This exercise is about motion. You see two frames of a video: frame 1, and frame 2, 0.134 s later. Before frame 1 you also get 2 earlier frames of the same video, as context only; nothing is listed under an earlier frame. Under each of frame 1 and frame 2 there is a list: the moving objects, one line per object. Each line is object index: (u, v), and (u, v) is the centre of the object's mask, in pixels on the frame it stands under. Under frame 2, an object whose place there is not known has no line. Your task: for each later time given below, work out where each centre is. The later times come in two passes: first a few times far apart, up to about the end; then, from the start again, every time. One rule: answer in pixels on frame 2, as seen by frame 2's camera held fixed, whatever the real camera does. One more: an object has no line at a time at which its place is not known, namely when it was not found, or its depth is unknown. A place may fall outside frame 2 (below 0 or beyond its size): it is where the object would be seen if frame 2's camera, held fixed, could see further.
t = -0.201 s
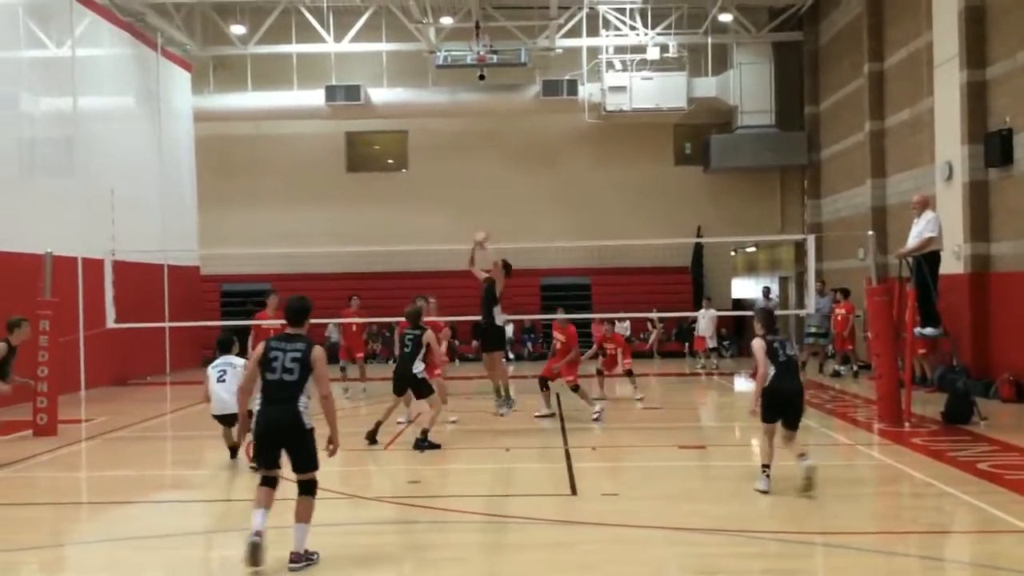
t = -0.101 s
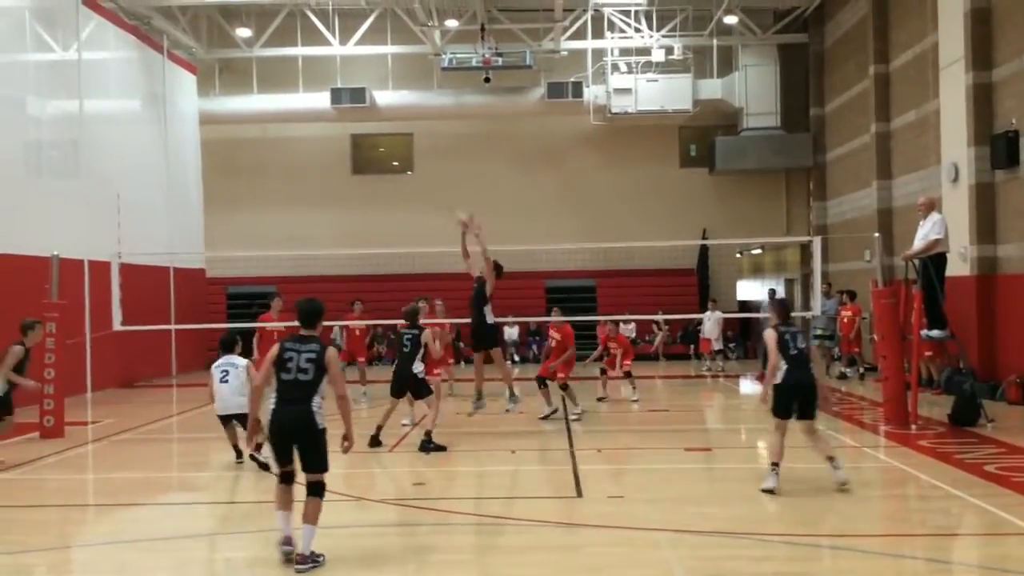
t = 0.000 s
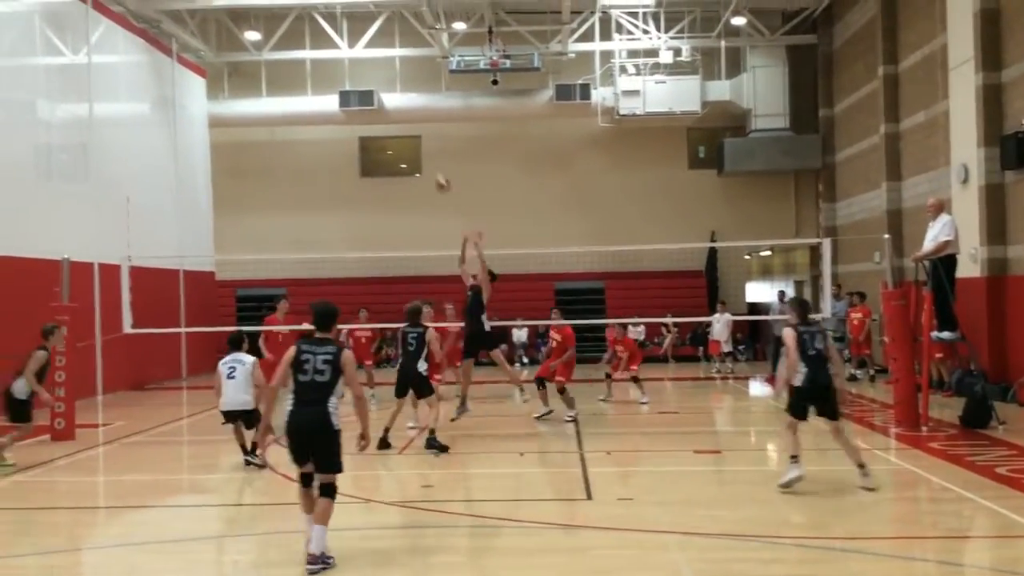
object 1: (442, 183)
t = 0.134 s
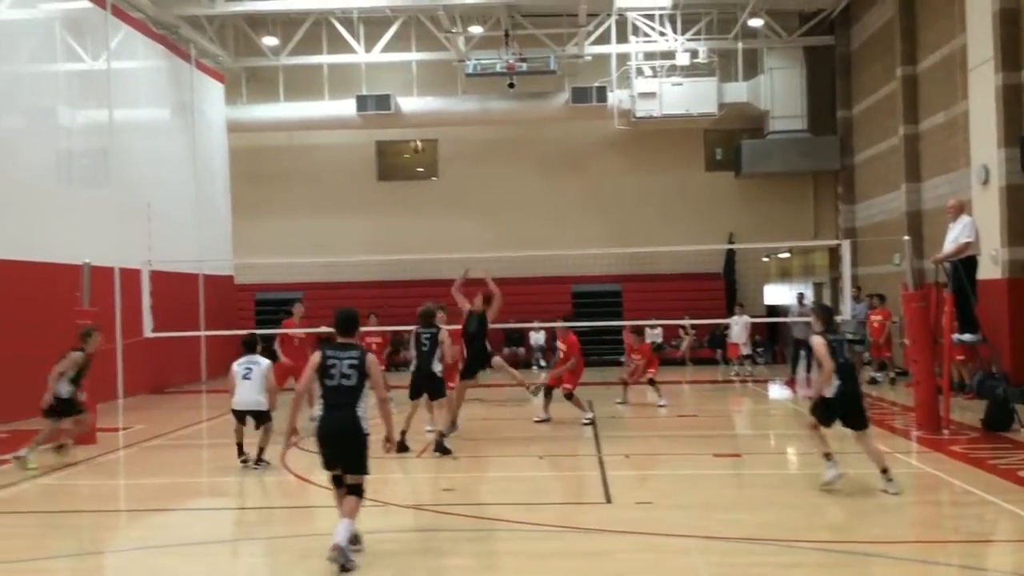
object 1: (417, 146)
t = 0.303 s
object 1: (366, 119)
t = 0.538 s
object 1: (298, 115)
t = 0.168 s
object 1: (408, 140)
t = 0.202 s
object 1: (396, 134)
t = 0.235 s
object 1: (386, 128)
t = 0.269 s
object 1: (376, 123)
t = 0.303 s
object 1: (366, 119)
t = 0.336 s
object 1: (356, 116)
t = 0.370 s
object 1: (346, 113)
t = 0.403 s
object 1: (336, 112)
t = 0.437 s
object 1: (326, 111)
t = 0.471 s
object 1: (316, 111)
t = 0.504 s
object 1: (307, 112)
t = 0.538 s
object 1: (298, 115)
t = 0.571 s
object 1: (288, 117)
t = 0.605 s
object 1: (279, 121)
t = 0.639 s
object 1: (270, 126)
